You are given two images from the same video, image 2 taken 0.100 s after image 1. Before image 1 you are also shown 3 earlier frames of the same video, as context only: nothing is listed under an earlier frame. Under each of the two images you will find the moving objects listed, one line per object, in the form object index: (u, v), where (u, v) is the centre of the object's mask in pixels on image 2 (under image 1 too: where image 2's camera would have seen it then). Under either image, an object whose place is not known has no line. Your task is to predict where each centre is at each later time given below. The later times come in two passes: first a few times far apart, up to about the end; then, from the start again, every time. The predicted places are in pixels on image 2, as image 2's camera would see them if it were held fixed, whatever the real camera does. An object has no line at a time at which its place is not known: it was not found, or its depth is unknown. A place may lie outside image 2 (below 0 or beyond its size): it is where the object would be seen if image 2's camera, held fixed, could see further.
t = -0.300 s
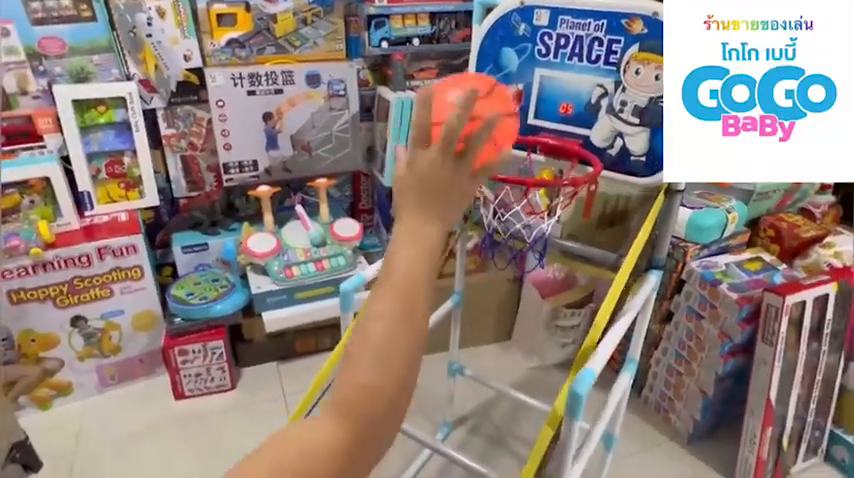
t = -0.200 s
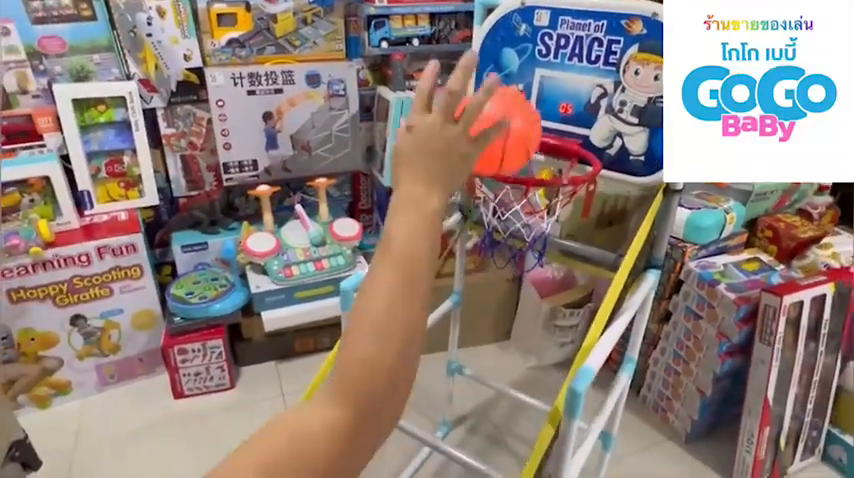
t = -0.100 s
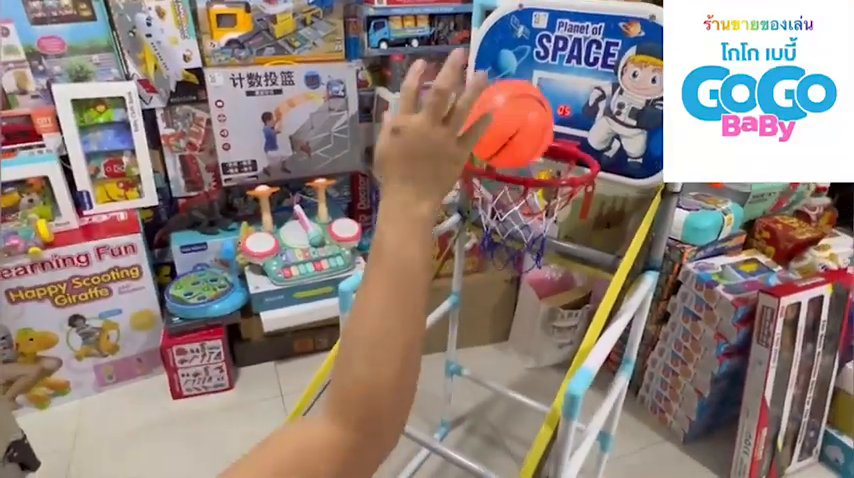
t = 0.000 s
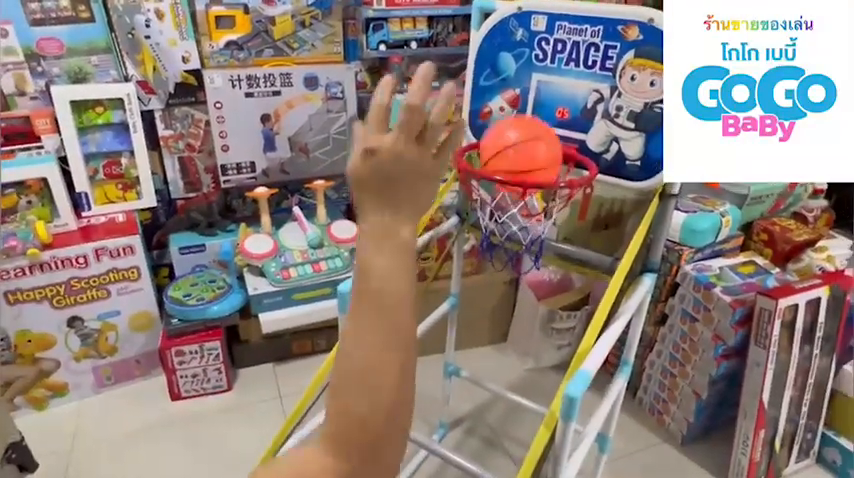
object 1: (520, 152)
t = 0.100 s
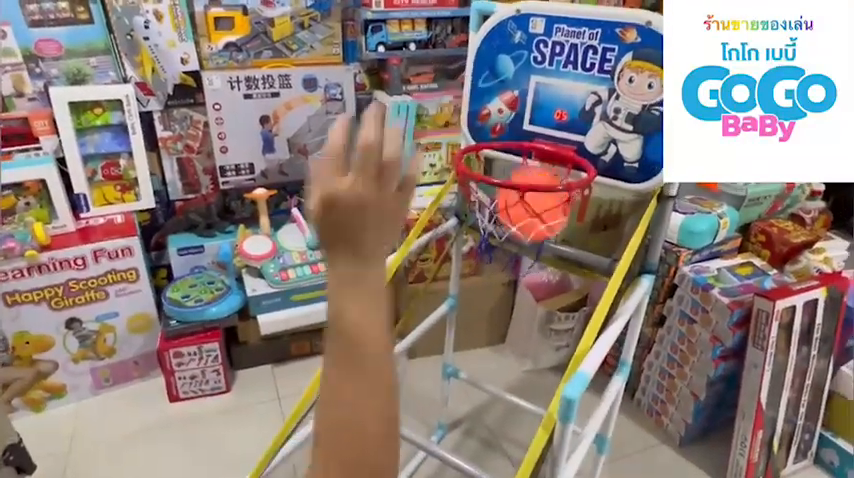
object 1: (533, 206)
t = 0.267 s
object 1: (511, 252)
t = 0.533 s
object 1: (438, 395)
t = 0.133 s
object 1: (530, 218)
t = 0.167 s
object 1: (528, 220)
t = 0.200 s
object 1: (523, 225)
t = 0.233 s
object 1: (519, 235)
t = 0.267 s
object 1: (511, 252)
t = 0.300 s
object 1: (504, 272)
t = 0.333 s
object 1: (497, 295)
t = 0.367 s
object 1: (491, 317)
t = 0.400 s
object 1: (484, 334)
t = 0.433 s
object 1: (473, 347)
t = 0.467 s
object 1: (463, 359)
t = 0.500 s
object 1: (451, 375)
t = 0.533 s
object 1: (438, 395)
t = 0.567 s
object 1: (426, 411)
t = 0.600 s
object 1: (418, 415)
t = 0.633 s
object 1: (409, 424)
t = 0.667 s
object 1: (400, 435)
